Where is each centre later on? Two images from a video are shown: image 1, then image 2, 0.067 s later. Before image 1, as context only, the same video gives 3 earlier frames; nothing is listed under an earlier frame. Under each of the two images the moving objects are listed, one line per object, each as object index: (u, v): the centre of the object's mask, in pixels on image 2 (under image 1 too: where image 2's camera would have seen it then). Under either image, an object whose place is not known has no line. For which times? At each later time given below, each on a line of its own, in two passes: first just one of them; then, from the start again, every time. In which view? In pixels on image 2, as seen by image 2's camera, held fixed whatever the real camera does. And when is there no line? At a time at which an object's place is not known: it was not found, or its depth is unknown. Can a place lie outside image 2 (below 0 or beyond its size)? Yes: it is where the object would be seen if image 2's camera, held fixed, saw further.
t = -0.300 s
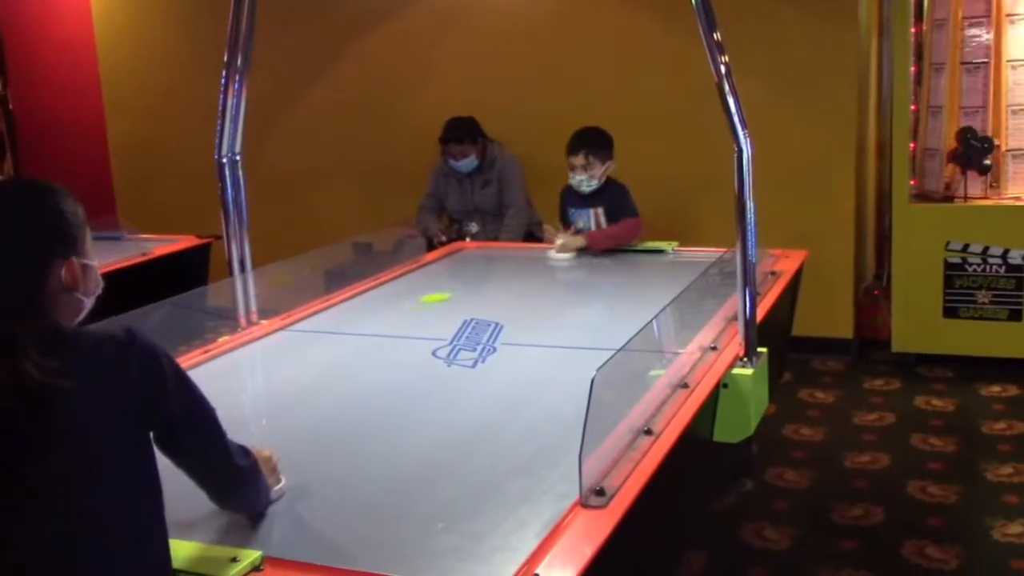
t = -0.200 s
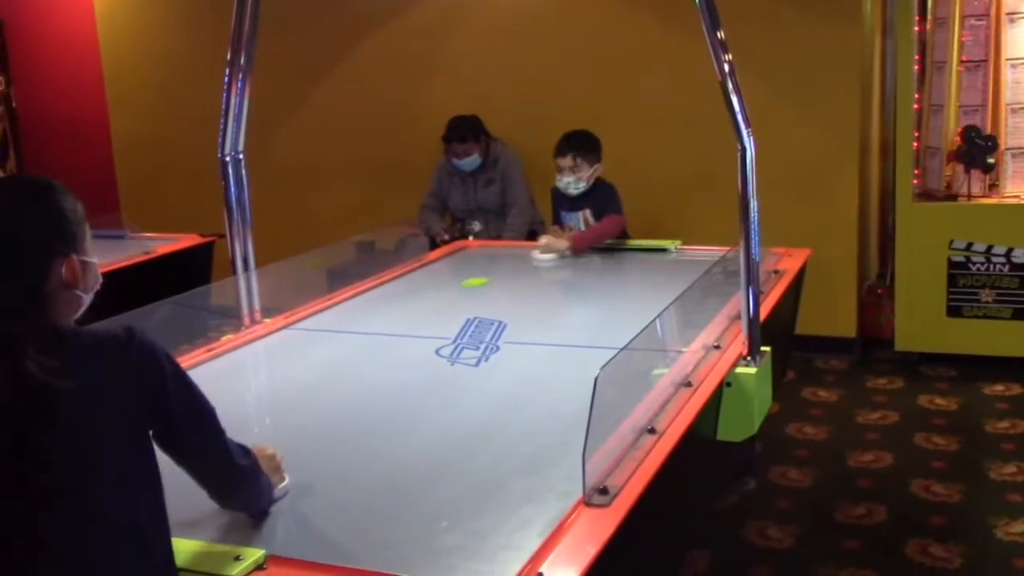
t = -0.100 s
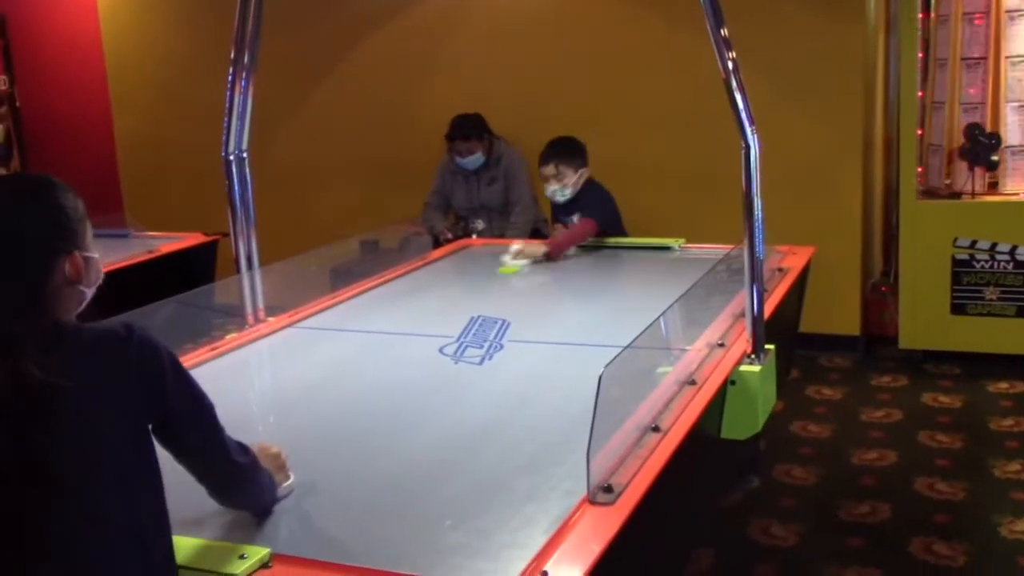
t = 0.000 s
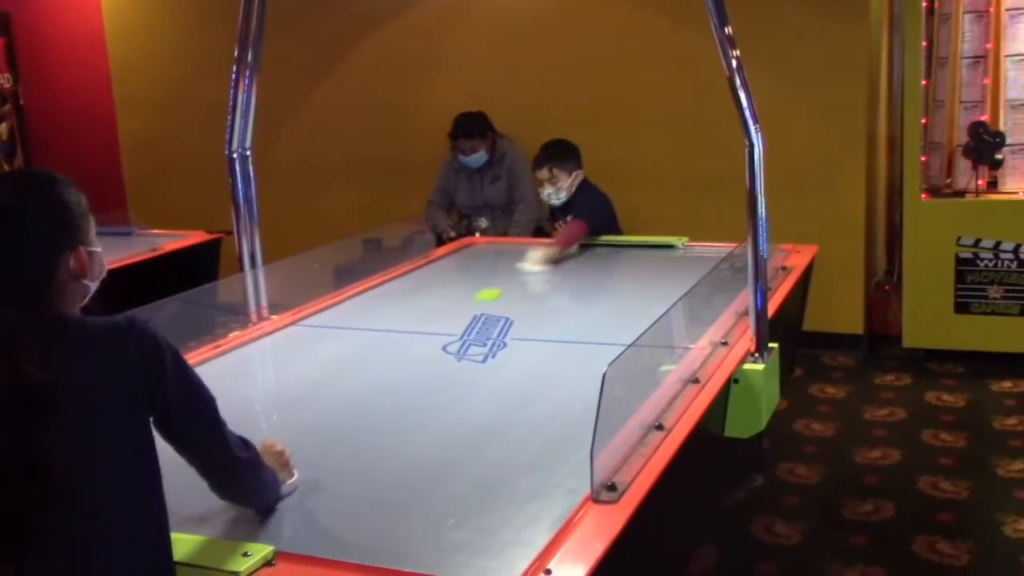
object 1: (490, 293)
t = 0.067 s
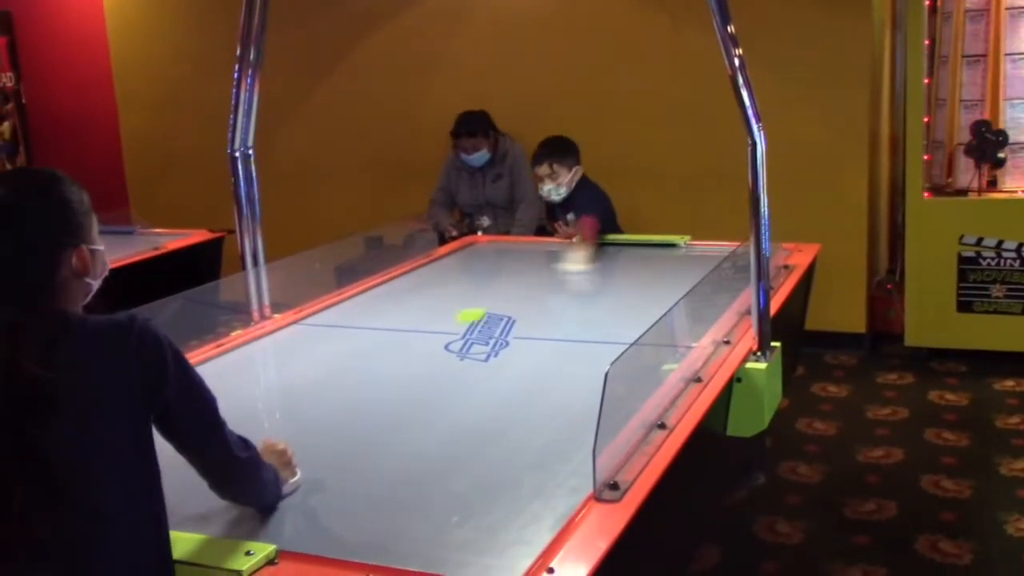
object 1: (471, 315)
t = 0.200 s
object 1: (419, 372)
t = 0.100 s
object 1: (459, 327)
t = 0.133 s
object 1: (446, 341)
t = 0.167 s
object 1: (433, 356)
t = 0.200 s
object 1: (419, 372)
